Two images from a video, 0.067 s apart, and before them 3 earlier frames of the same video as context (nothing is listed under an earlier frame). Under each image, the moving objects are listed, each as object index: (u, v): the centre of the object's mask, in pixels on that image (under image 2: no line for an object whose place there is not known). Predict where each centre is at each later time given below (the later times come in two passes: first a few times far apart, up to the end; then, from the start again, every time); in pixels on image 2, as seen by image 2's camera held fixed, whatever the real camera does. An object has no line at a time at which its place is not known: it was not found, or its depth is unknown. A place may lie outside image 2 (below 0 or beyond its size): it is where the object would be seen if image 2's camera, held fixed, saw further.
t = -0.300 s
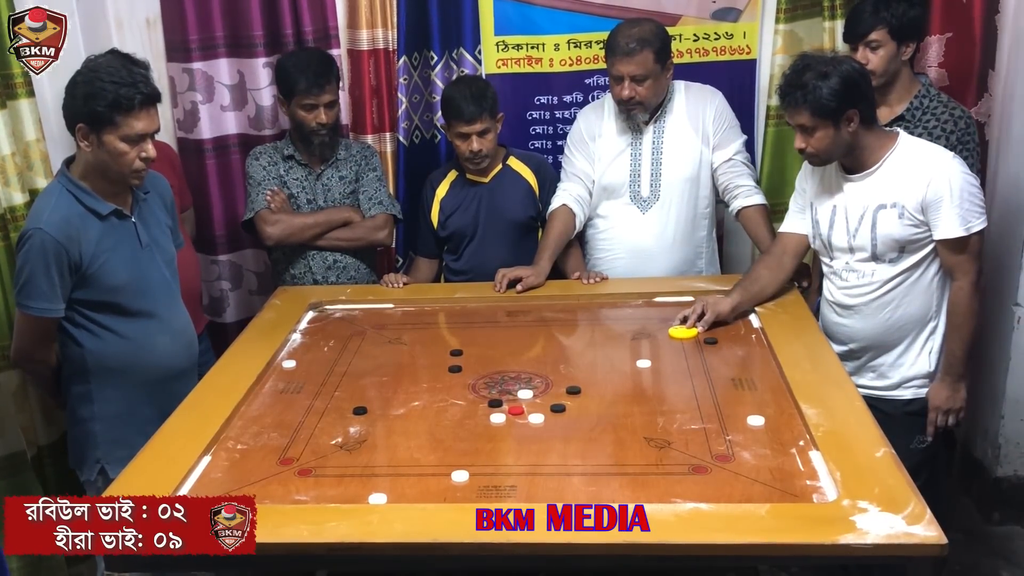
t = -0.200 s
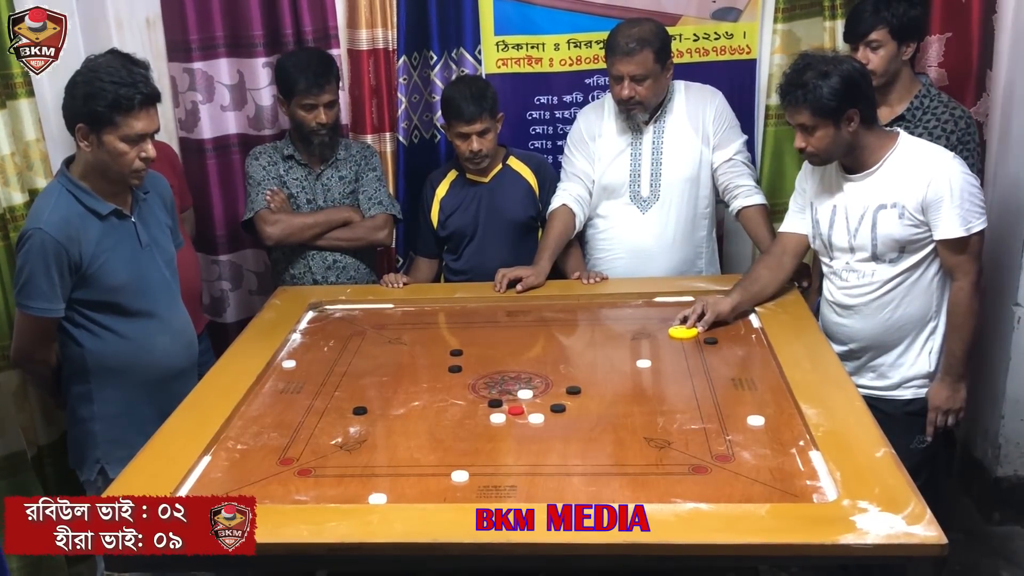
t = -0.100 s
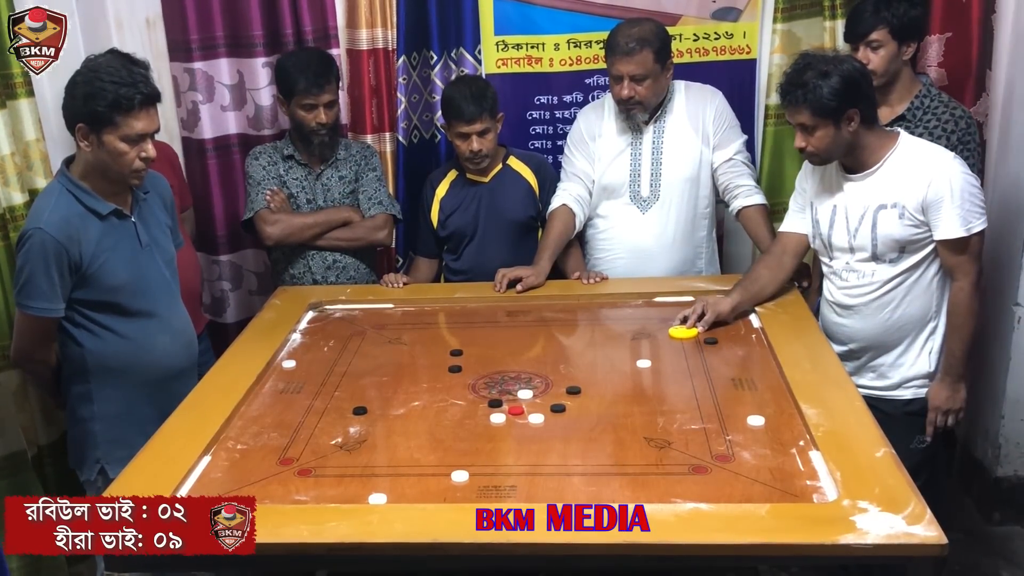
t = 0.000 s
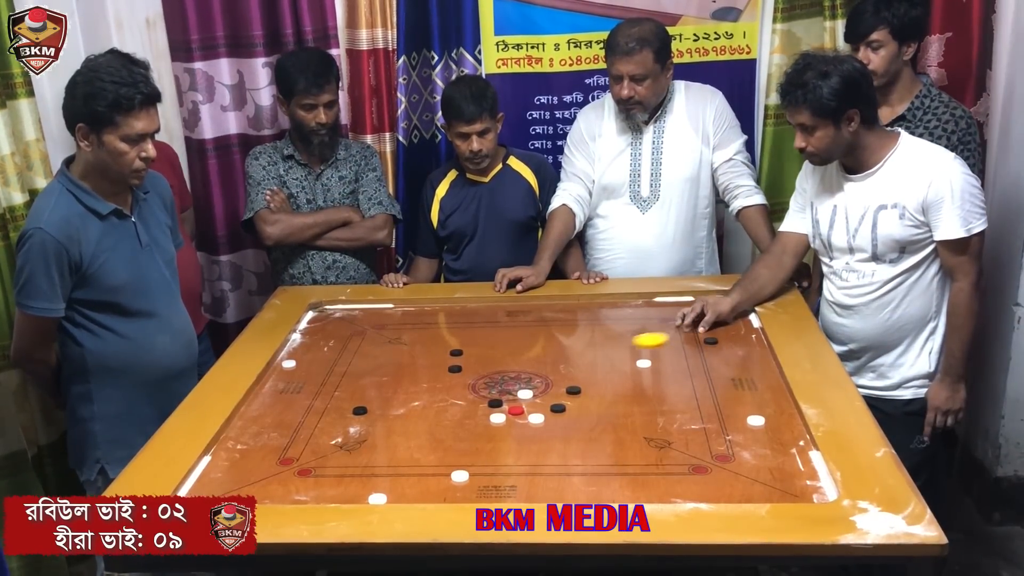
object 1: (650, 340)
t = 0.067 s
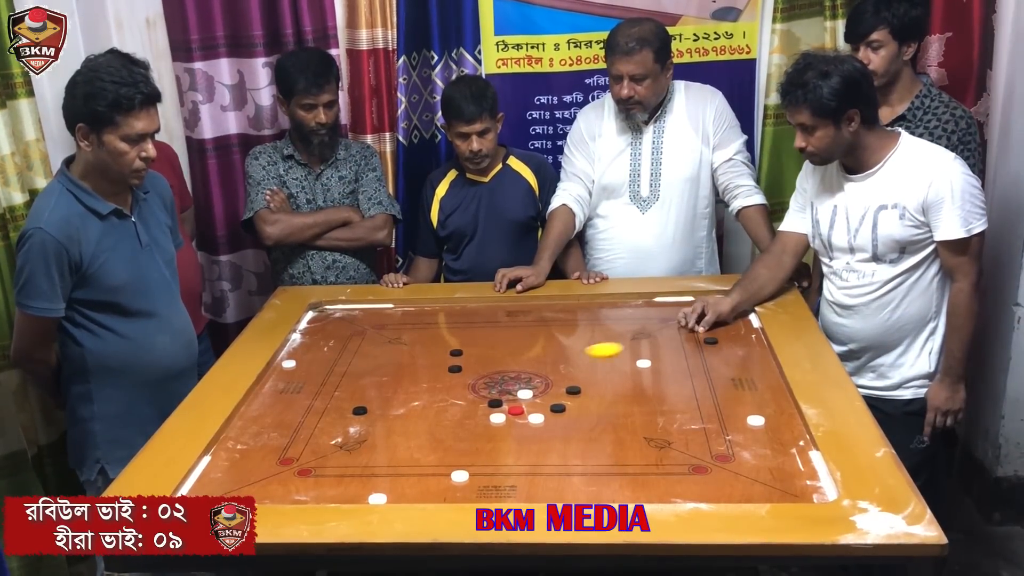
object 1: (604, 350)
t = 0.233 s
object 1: (491, 375)
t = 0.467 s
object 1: (347, 407)
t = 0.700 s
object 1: (249, 423)
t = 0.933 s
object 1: (298, 431)
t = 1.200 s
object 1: (326, 434)
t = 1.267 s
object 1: (328, 435)
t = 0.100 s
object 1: (581, 355)
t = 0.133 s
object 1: (558, 360)
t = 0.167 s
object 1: (536, 365)
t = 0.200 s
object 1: (513, 370)
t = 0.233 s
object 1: (491, 375)
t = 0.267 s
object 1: (469, 380)
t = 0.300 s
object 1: (447, 385)
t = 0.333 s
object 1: (425, 390)
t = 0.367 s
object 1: (404, 395)
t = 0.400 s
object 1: (382, 400)
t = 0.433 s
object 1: (364, 404)
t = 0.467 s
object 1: (347, 407)
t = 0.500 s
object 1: (330, 409)
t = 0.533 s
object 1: (314, 411)
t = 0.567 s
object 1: (299, 414)
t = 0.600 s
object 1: (283, 417)
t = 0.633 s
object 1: (268, 419)
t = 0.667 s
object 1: (254, 421)
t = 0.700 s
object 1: (249, 423)
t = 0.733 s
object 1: (257, 424)
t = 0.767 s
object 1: (265, 426)
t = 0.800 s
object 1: (273, 427)
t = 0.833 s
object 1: (280, 428)
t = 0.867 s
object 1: (286, 429)
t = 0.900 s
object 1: (293, 430)
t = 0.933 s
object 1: (298, 431)
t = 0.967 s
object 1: (303, 431)
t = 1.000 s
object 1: (308, 432)
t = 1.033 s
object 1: (312, 433)
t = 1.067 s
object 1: (316, 433)
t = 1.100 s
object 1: (319, 434)
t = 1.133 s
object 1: (322, 434)
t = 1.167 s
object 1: (324, 434)
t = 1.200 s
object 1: (326, 434)
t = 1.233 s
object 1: (327, 435)
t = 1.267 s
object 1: (328, 435)
